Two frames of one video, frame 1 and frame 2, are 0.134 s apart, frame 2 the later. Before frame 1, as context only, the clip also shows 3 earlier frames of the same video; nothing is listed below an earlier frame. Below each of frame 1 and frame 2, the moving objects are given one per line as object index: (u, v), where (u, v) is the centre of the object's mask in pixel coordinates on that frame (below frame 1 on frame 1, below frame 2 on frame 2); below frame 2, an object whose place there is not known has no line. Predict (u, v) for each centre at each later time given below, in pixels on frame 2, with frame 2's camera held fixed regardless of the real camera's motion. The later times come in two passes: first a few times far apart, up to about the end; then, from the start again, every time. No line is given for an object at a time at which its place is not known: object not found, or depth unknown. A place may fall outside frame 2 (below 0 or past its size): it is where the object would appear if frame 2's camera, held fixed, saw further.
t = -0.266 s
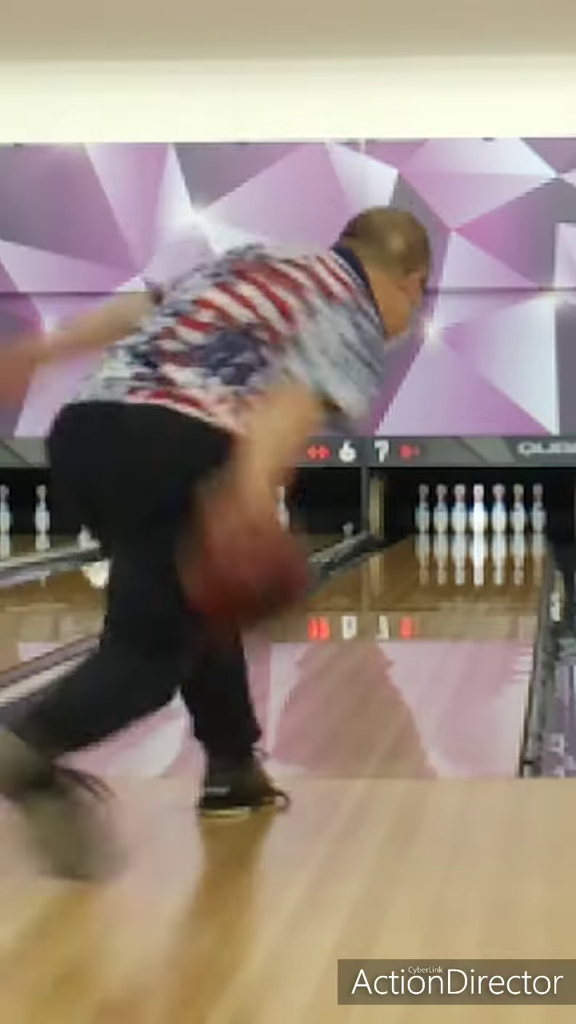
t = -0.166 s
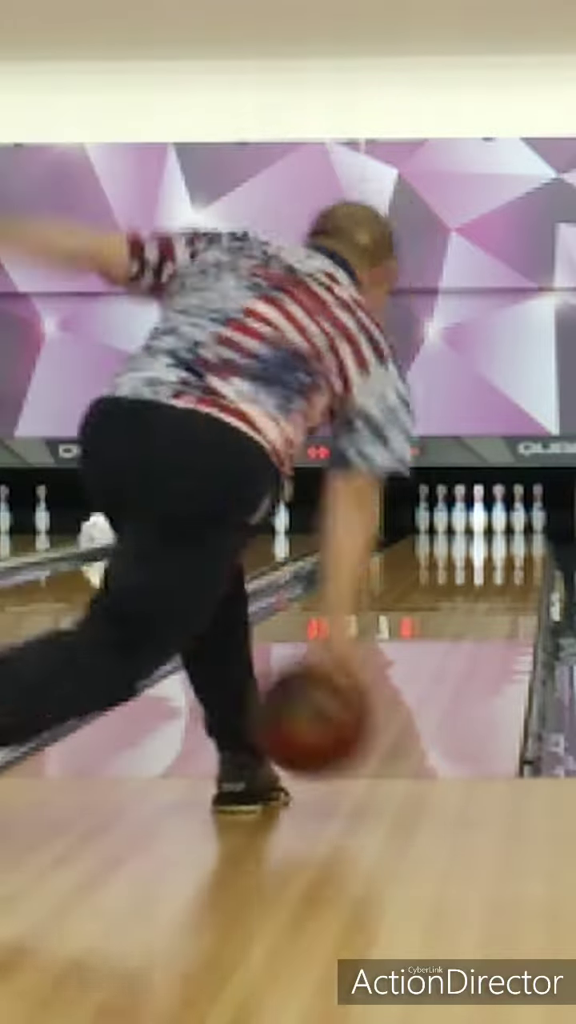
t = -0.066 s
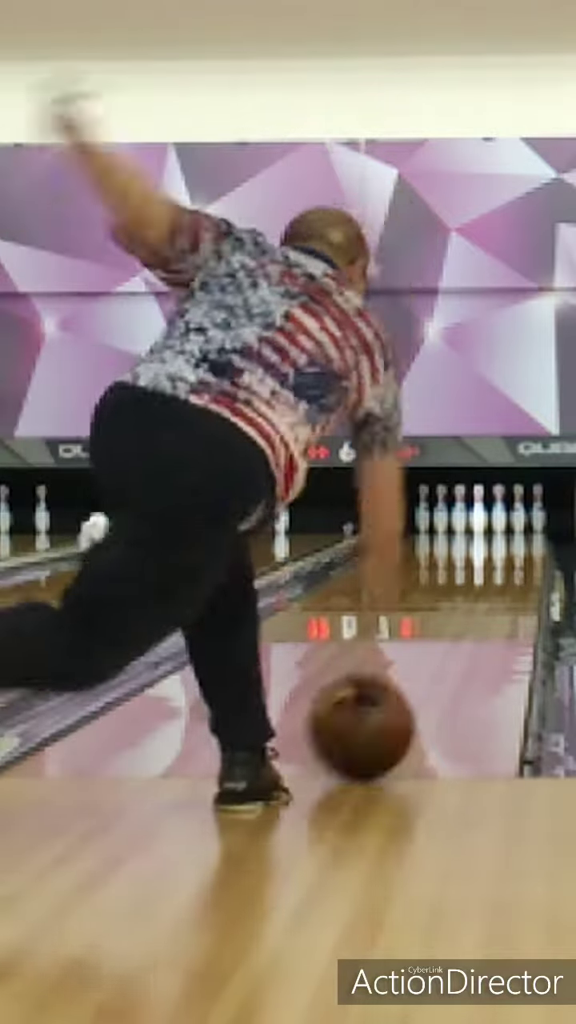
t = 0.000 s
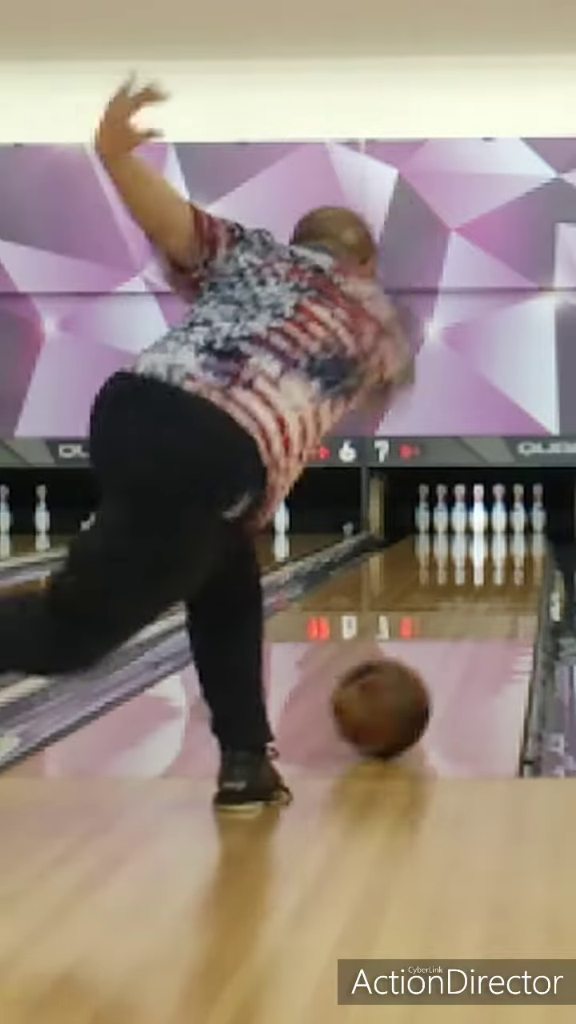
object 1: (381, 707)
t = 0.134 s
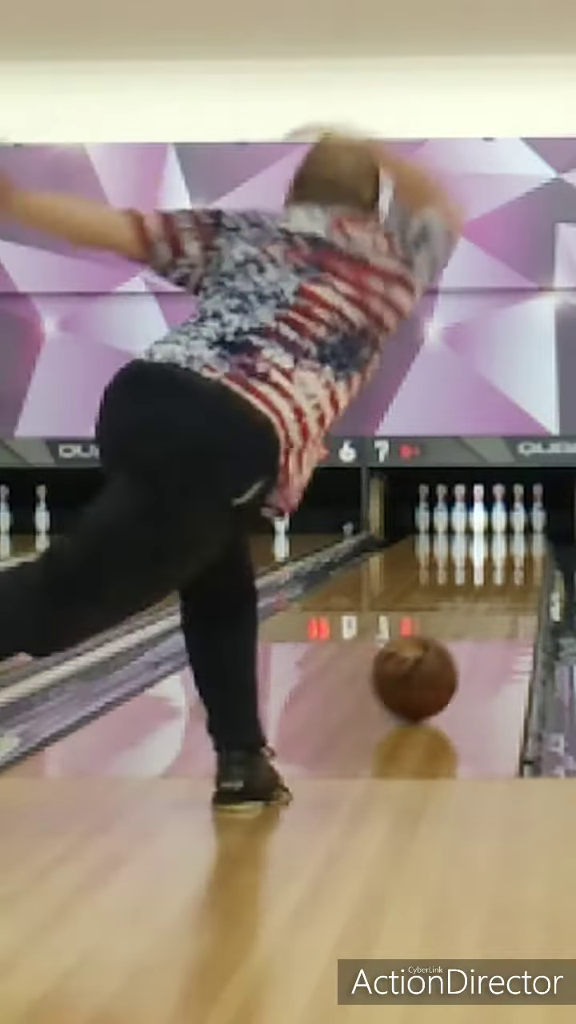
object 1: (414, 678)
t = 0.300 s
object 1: (445, 647)
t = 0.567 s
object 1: (479, 613)
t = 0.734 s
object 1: (493, 597)
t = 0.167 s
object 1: (421, 671)
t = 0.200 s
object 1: (428, 664)
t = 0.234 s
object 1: (434, 658)
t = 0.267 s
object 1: (439, 652)
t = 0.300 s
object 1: (445, 647)
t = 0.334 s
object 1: (449, 644)
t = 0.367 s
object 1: (455, 639)
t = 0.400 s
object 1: (460, 635)
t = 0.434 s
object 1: (464, 629)
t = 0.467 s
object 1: (467, 624)
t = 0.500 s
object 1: (472, 620)
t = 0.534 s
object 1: (475, 617)
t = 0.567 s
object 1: (479, 613)
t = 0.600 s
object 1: (481, 611)
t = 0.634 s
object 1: (485, 607)
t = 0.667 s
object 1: (488, 603)
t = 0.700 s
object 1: (491, 599)
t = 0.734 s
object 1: (493, 597)
